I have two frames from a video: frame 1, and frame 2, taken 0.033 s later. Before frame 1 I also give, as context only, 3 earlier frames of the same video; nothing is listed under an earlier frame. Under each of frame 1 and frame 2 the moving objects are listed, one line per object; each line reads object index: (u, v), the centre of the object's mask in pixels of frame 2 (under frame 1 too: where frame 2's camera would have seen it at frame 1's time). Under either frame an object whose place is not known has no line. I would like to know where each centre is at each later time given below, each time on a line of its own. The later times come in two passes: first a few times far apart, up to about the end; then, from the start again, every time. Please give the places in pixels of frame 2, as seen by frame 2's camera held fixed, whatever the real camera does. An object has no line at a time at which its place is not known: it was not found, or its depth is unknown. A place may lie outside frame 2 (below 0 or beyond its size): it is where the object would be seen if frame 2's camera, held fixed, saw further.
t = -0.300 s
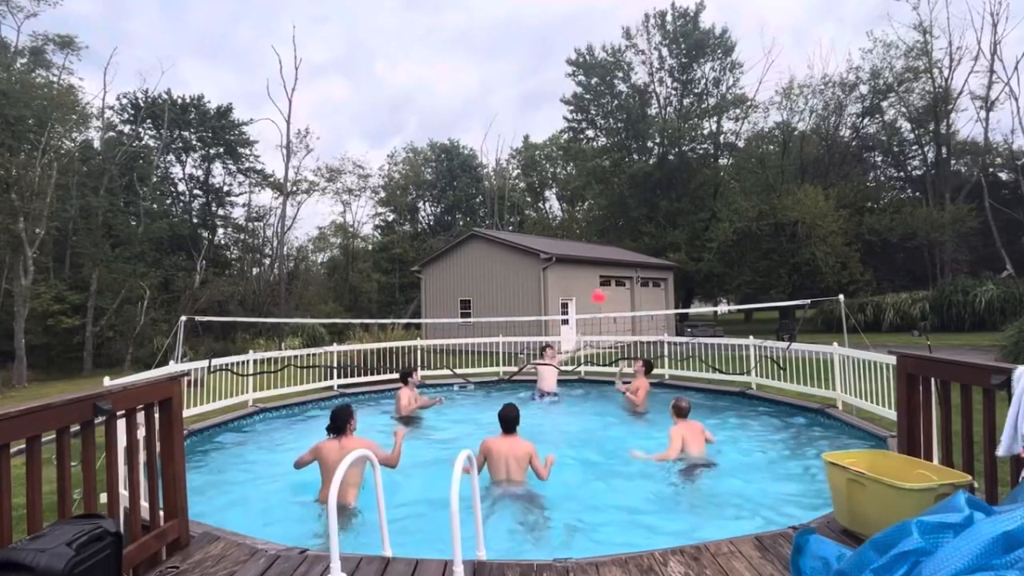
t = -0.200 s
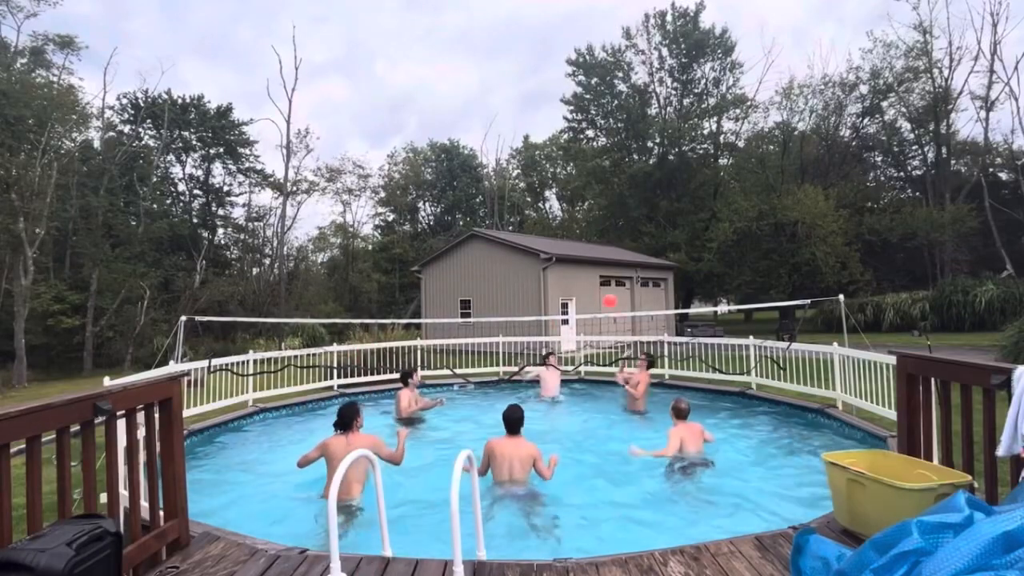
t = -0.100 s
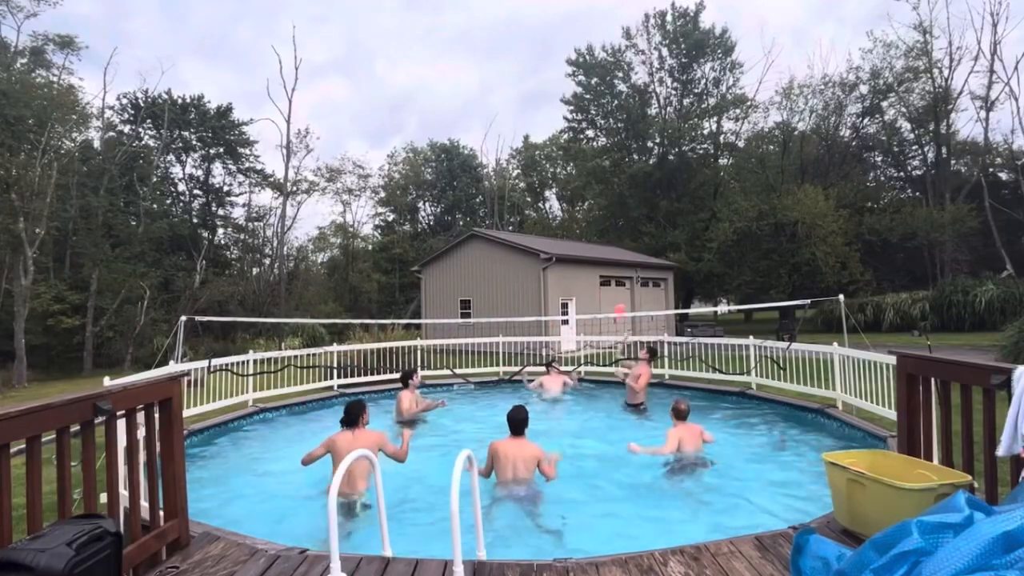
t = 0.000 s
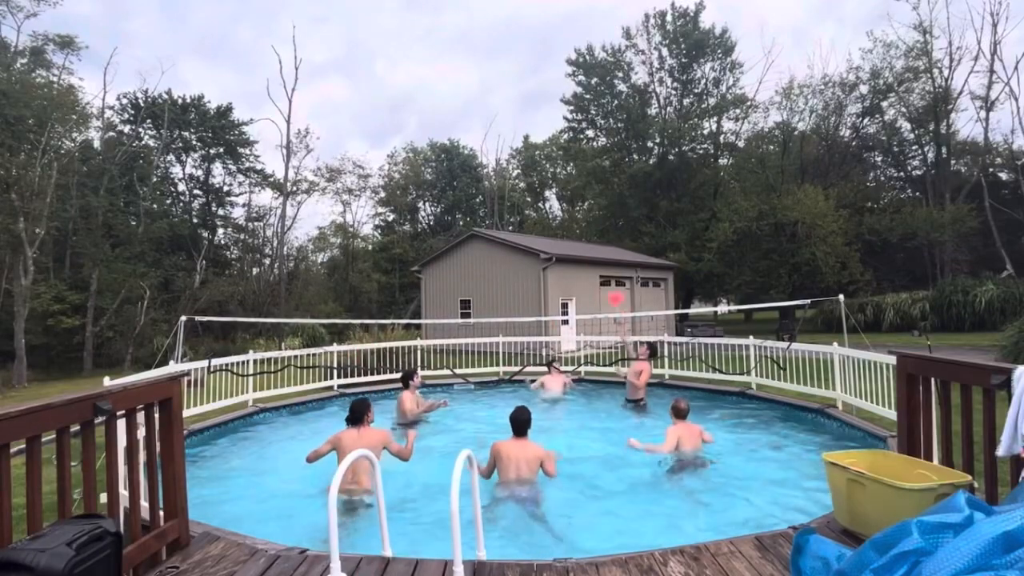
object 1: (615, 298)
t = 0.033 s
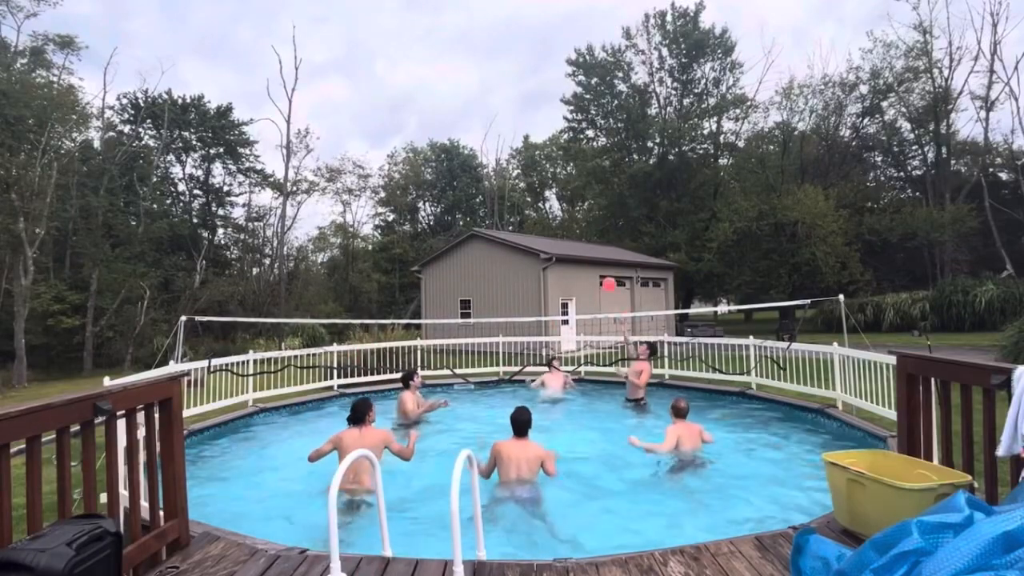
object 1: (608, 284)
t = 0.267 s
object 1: (561, 217)
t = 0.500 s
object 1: (513, 187)
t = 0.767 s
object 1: (459, 201)
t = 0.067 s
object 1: (602, 272)
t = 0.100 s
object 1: (595, 260)
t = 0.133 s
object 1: (589, 249)
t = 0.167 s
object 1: (582, 240)
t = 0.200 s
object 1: (575, 232)
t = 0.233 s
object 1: (568, 224)
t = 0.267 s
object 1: (561, 217)
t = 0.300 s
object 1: (555, 211)
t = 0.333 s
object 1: (547, 205)
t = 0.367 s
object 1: (541, 200)
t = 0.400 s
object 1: (533, 196)
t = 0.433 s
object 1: (527, 192)
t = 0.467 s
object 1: (519, 189)
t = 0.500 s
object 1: (513, 187)
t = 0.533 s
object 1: (506, 186)
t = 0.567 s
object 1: (500, 186)
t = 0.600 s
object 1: (493, 186)
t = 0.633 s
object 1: (486, 188)
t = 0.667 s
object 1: (480, 190)
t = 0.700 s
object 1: (473, 193)
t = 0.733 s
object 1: (466, 196)
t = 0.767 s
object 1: (459, 201)
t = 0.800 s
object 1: (453, 206)
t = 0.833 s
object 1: (446, 212)
